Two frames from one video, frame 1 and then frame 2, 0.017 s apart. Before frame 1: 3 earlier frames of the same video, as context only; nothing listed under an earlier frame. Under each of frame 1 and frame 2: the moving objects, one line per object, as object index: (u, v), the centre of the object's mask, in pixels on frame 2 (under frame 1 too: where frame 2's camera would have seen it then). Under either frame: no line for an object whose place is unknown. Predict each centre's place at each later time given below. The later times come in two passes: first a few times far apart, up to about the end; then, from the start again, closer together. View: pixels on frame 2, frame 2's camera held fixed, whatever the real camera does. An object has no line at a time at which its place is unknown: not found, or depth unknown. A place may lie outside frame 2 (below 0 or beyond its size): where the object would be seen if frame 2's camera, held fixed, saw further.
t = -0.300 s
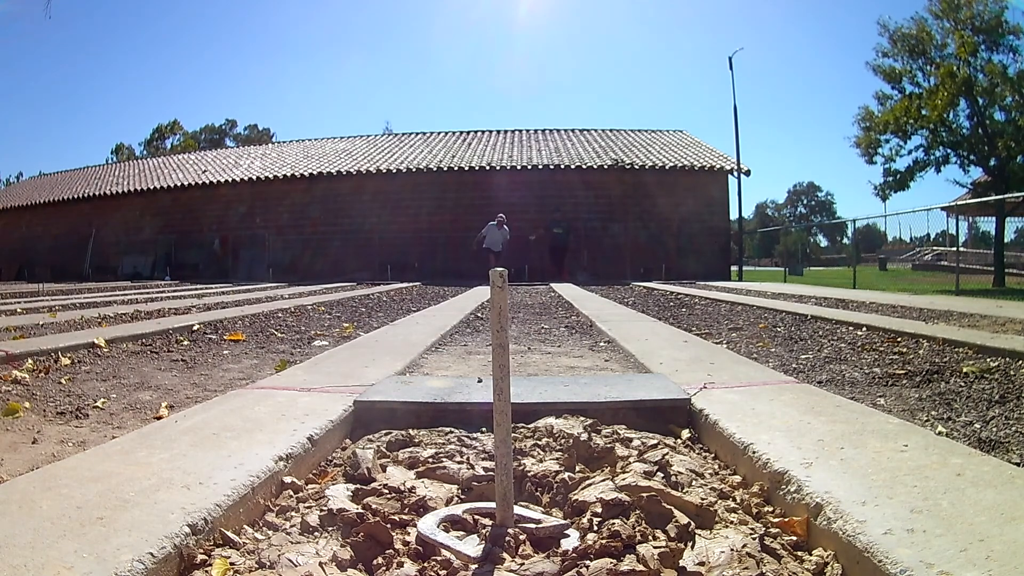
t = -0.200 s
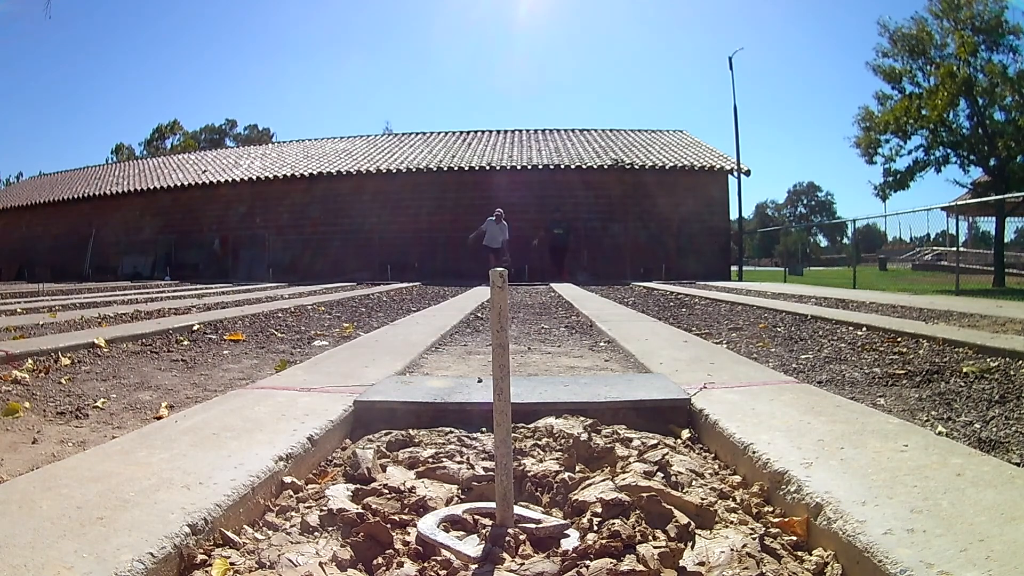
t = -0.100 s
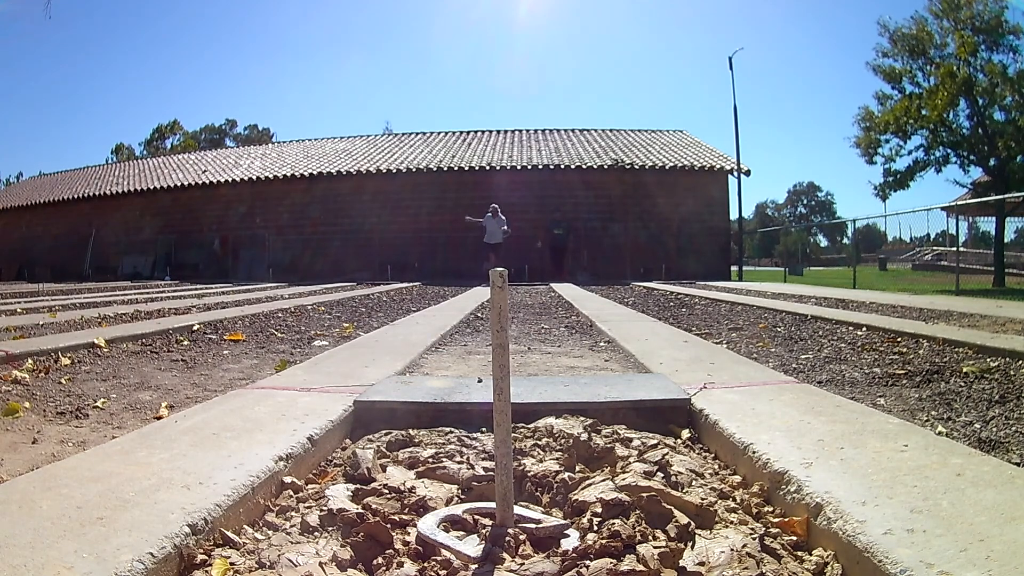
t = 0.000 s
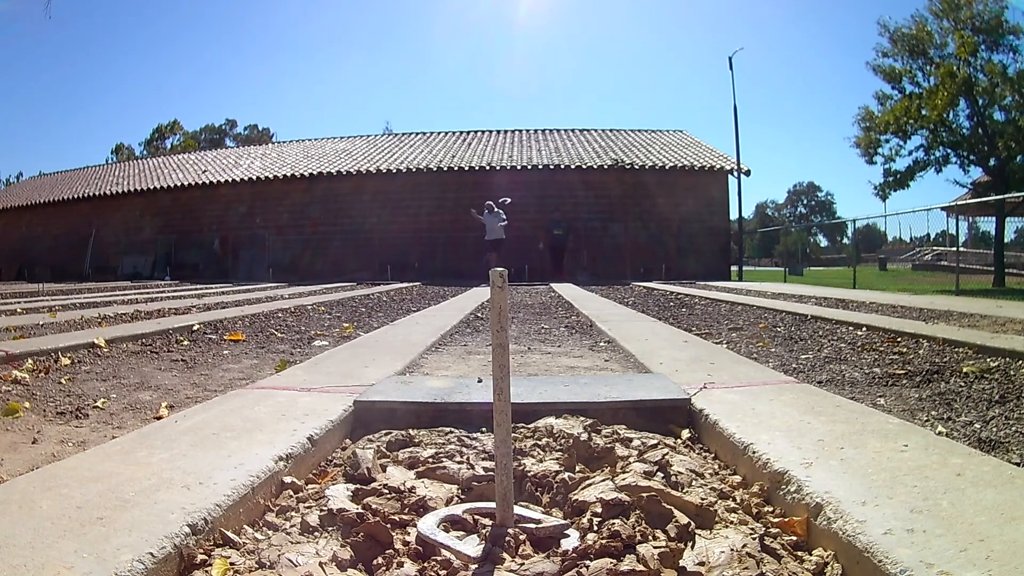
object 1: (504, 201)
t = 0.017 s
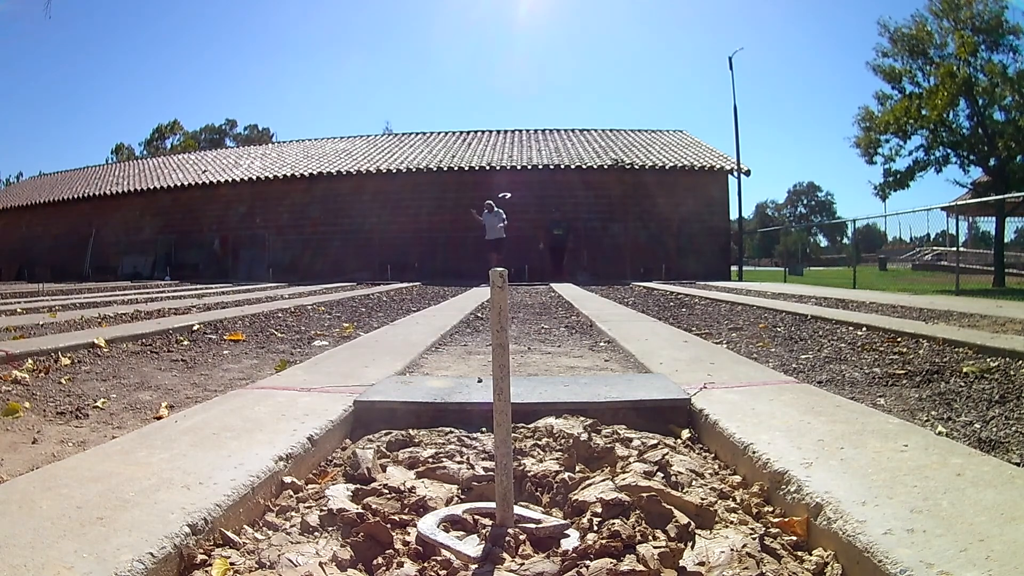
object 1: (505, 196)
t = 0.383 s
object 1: (503, 90)
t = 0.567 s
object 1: (503, 49)
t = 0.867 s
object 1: (499, 16)
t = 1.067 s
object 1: (503, 78)
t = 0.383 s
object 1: (503, 90)
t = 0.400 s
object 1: (503, 86)
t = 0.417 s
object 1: (503, 82)
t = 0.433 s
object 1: (503, 78)
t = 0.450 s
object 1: (503, 74)
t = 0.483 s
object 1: (503, 67)
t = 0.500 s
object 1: (503, 63)
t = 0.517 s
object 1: (504, 60)
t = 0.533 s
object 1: (503, 56)
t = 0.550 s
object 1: (503, 53)
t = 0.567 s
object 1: (503, 49)
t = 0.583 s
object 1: (503, 46)
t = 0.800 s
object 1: (499, 18)
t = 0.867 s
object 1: (499, 16)
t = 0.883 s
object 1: (499, 17)
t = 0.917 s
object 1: (499, 19)
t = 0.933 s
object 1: (499, 21)
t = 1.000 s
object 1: (499, 34)
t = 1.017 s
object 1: (501, 41)
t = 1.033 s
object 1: (501, 50)
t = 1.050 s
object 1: (500, 62)
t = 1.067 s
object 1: (503, 78)
